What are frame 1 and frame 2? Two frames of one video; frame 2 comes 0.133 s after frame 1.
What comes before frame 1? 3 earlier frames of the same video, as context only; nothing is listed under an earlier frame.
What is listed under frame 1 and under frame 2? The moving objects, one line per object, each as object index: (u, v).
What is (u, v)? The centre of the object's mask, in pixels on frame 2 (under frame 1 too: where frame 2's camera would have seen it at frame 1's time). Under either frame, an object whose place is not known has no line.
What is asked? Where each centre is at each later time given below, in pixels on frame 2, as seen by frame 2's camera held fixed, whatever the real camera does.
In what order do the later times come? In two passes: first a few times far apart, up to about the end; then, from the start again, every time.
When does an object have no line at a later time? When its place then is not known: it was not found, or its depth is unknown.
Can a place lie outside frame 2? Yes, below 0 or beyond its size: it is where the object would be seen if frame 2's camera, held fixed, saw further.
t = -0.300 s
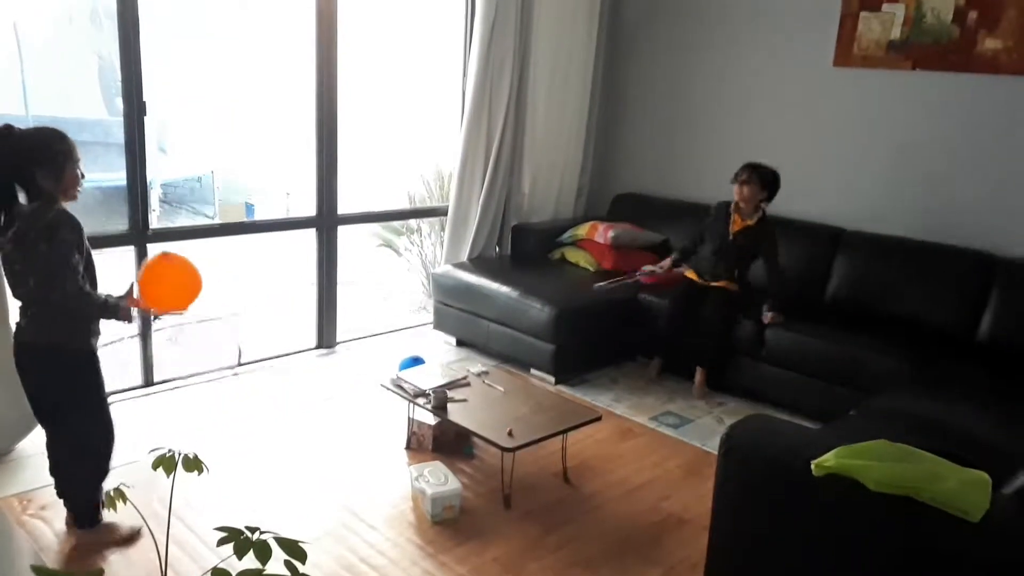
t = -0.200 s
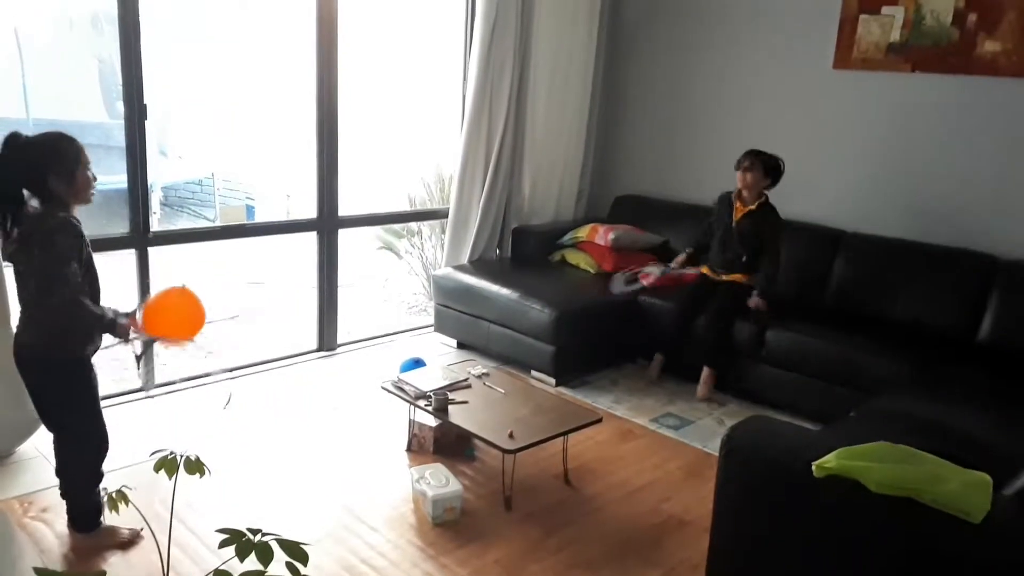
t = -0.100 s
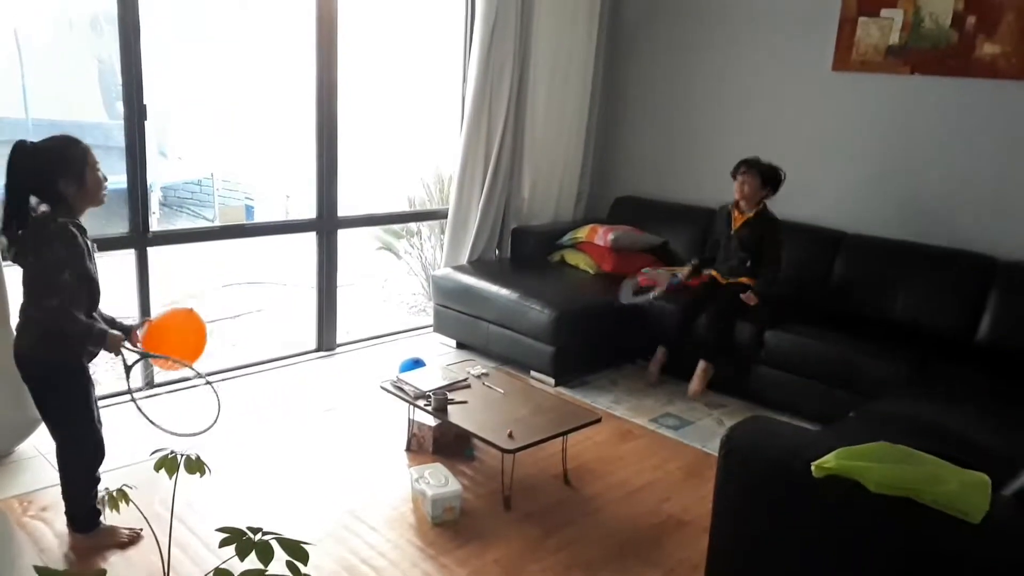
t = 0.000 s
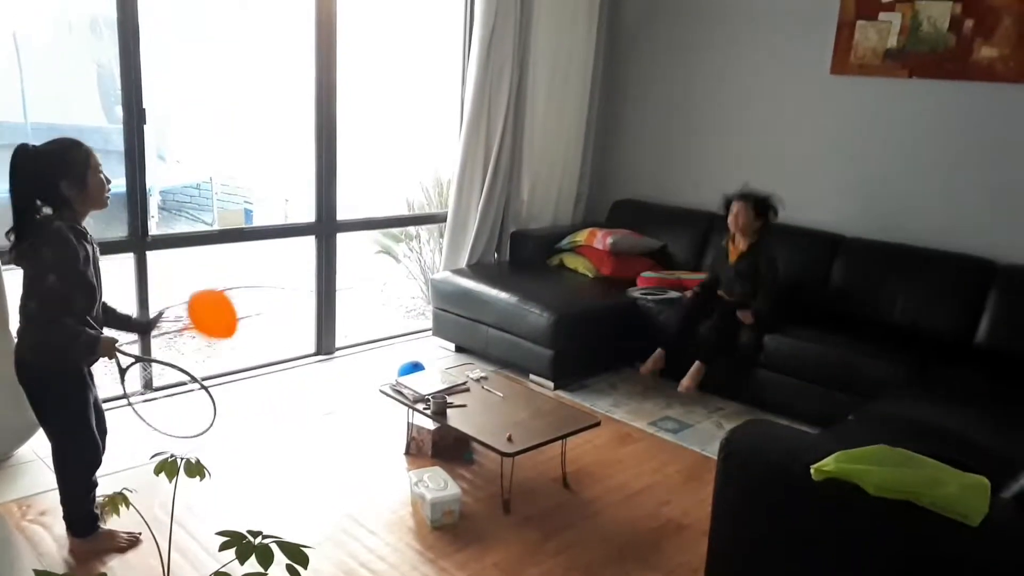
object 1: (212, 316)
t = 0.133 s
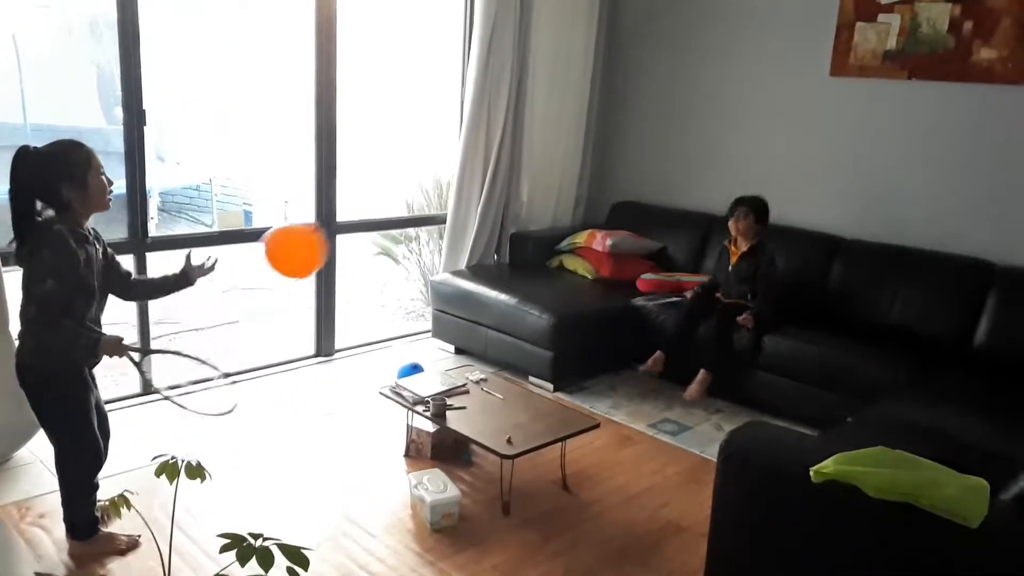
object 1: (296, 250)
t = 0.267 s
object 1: (339, 213)
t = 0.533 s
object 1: (388, 196)
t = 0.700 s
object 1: (417, 218)
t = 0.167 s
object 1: (310, 237)
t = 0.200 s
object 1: (320, 228)
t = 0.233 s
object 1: (330, 220)
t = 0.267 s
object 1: (339, 213)
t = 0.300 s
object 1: (346, 206)
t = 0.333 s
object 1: (353, 202)
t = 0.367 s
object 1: (360, 197)
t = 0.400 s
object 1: (365, 194)
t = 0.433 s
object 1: (372, 192)
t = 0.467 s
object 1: (377, 192)
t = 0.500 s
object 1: (382, 194)
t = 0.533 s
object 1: (388, 196)
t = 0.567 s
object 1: (394, 199)
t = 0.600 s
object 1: (400, 203)
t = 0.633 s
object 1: (405, 207)
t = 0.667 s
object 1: (411, 212)
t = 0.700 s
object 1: (417, 218)
